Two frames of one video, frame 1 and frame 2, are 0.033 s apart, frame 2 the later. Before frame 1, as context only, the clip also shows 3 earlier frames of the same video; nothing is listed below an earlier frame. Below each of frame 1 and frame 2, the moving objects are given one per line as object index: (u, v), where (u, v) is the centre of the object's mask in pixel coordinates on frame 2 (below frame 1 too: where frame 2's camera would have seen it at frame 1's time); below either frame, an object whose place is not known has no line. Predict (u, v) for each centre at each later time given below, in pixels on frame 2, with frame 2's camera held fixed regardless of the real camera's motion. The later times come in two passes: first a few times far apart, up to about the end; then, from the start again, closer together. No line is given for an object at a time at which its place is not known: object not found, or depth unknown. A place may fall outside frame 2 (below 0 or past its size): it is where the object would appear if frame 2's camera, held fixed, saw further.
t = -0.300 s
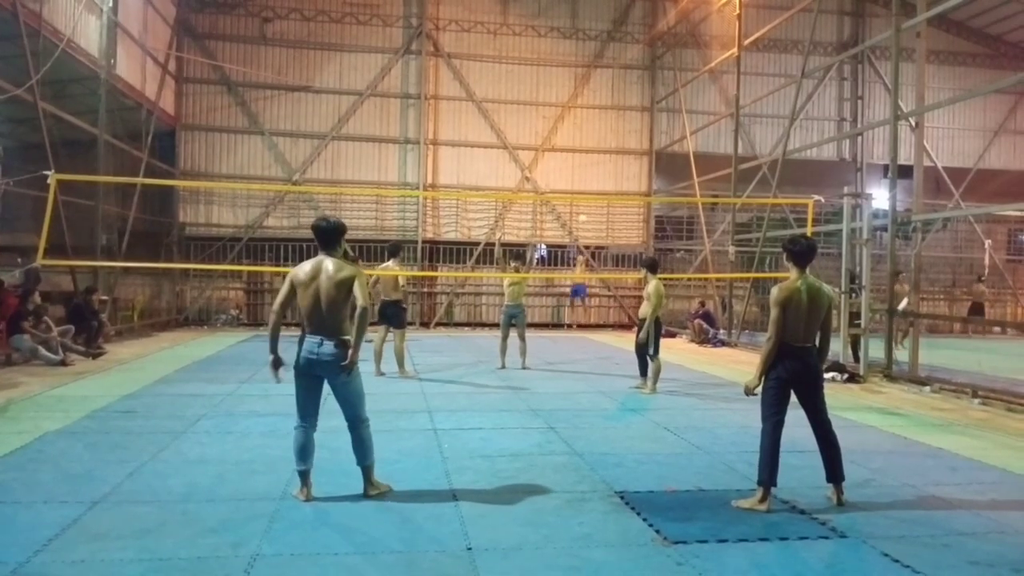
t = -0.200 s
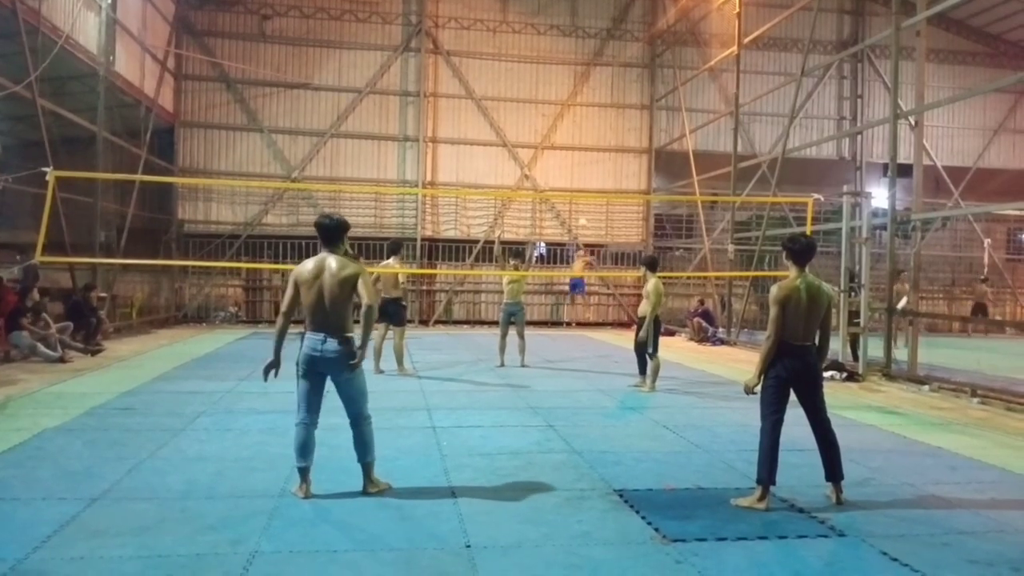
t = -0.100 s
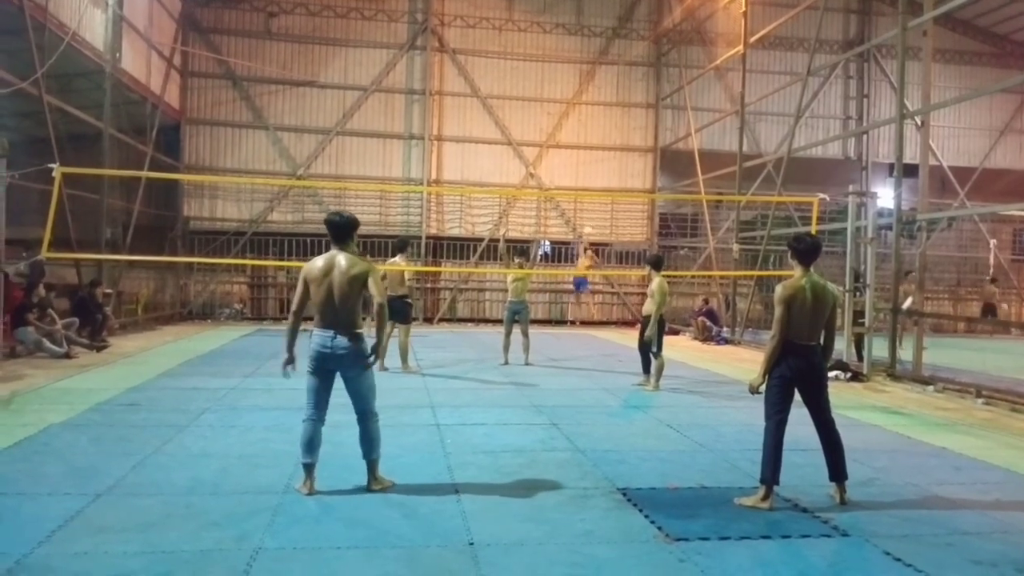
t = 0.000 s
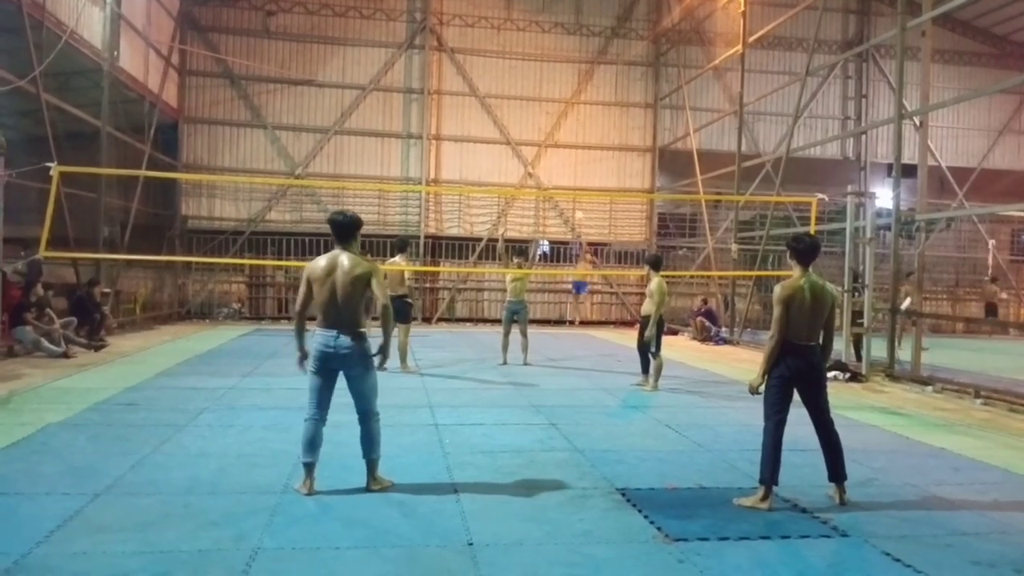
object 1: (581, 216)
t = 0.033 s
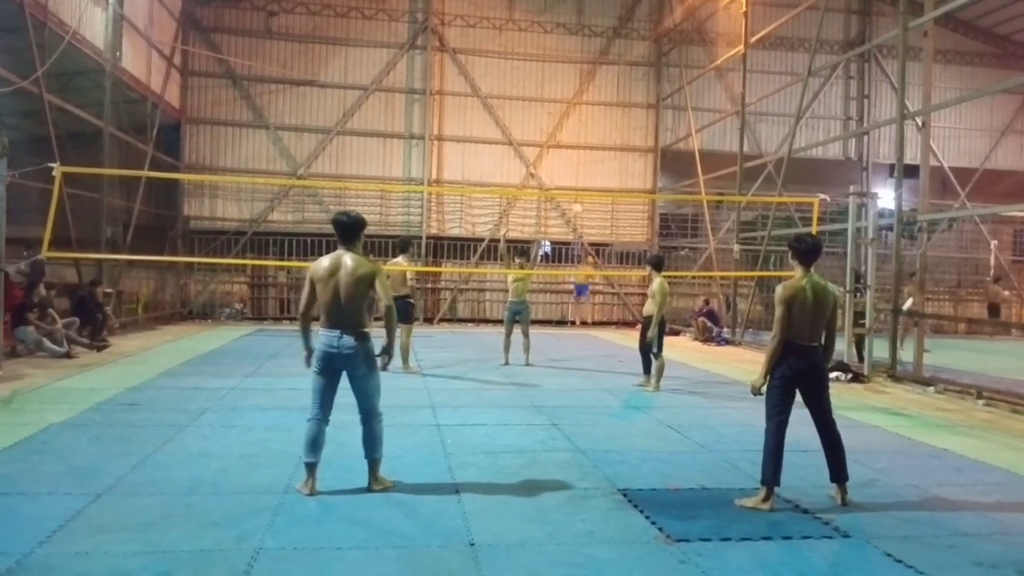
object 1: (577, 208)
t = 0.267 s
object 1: (546, 164)
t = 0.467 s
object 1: (508, 138)
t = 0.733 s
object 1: (436, 136)
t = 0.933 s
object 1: (353, 164)
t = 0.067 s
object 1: (573, 202)
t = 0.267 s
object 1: (546, 164)
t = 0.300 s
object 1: (539, 160)
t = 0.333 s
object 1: (533, 153)
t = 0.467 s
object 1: (508, 138)
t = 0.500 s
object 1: (502, 136)
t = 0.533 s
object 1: (494, 135)
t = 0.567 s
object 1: (485, 133)
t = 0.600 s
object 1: (475, 133)
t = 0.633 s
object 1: (466, 132)
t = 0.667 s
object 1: (455, 133)
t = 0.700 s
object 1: (447, 134)
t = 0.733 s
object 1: (436, 136)
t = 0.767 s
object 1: (423, 139)
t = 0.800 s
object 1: (412, 142)
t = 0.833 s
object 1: (399, 146)
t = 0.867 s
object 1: (384, 151)
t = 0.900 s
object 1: (370, 157)
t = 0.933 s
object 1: (353, 164)
